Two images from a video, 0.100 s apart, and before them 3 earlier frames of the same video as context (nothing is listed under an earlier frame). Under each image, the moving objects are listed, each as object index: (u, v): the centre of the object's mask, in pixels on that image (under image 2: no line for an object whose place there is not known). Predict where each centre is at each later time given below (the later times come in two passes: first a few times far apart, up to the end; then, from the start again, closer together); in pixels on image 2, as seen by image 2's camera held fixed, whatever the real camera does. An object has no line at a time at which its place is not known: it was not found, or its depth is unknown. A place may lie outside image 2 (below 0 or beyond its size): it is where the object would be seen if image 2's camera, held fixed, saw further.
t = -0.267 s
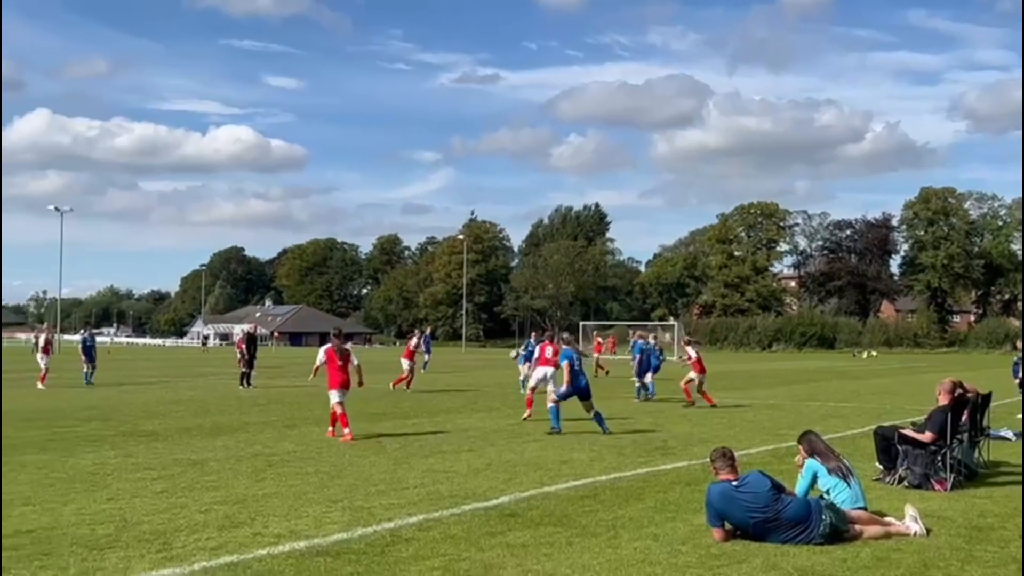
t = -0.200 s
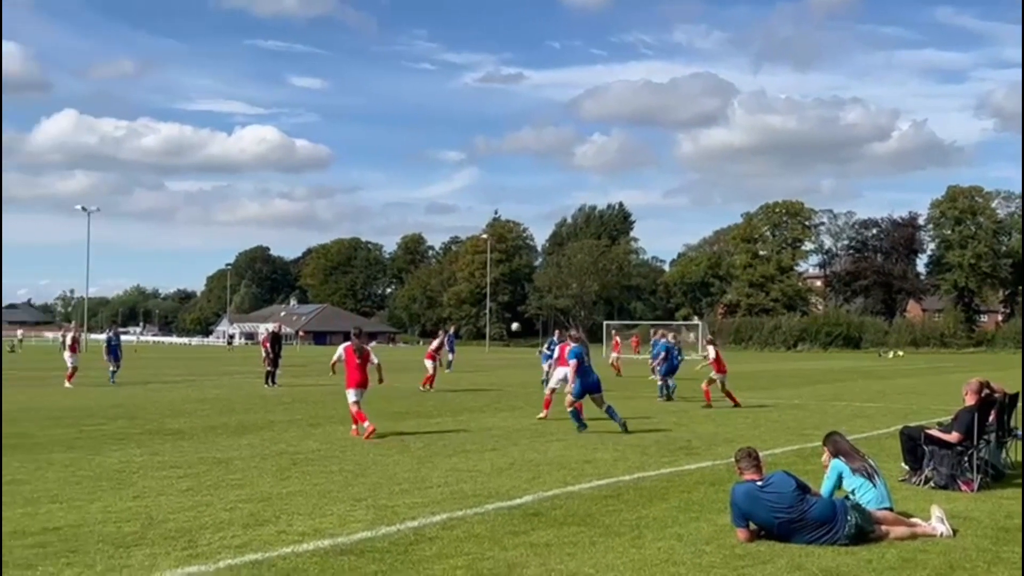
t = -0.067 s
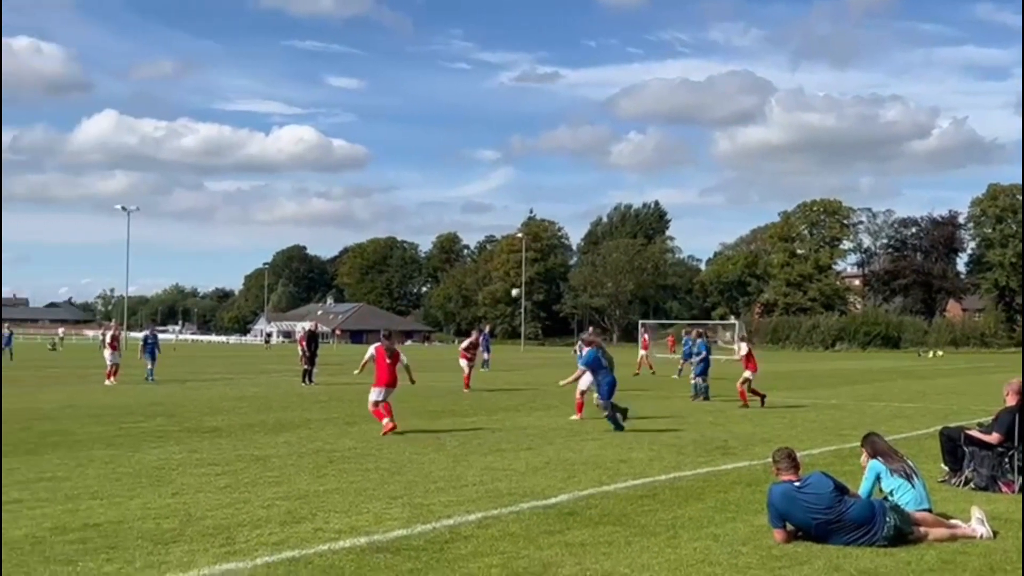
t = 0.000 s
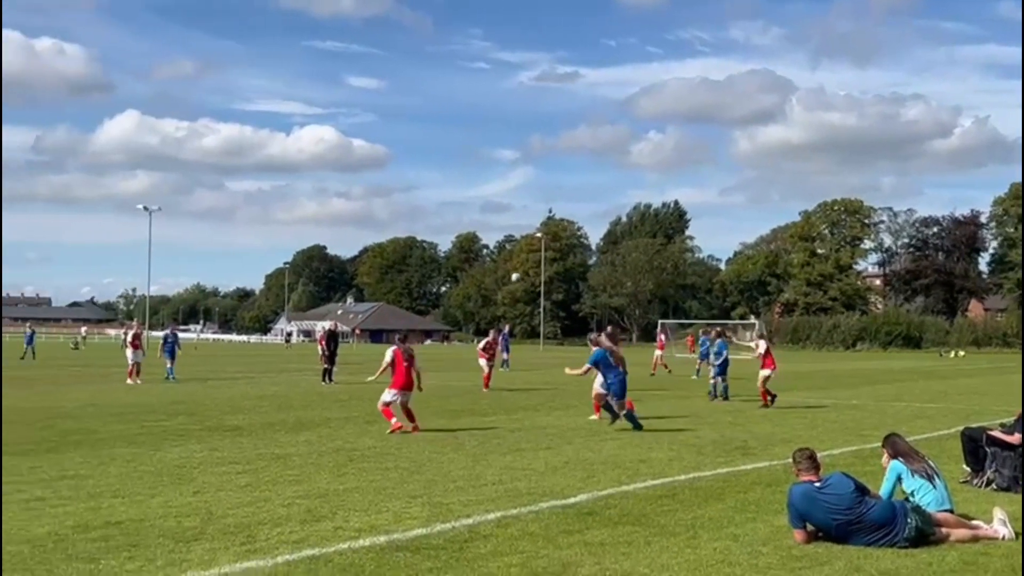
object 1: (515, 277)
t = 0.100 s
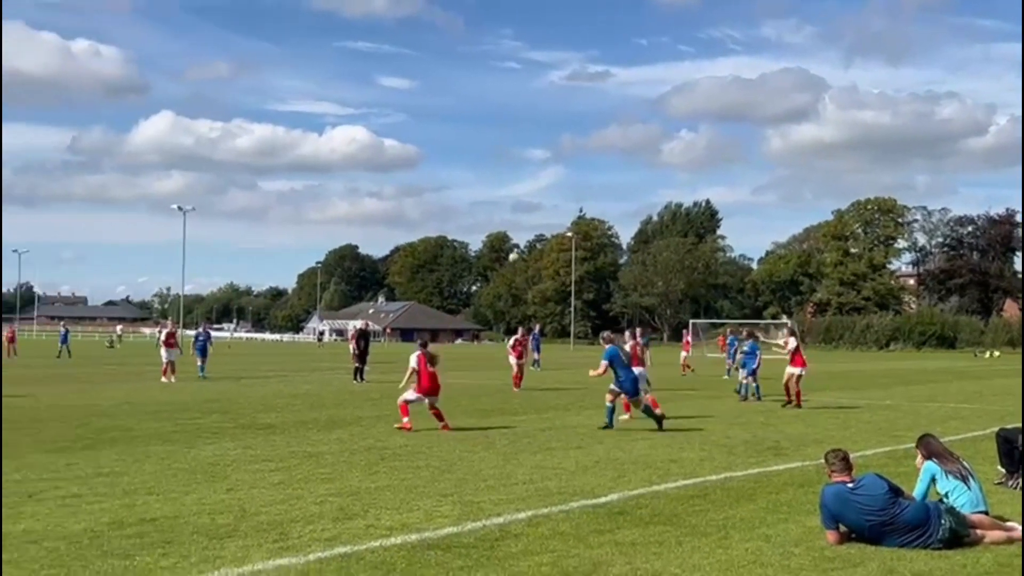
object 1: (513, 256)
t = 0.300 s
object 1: (438, 232)
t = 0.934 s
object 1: (67, 312)
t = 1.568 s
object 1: (-358, 312)
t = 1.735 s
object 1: (-454, 299)
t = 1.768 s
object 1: (-473, 300)
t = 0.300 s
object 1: (438, 232)
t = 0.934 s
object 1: (67, 312)
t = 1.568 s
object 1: (-358, 312)
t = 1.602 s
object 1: (-376, 307)
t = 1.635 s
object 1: (-396, 304)
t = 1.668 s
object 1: (-414, 300)
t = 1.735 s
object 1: (-454, 299)
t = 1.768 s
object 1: (-473, 300)
